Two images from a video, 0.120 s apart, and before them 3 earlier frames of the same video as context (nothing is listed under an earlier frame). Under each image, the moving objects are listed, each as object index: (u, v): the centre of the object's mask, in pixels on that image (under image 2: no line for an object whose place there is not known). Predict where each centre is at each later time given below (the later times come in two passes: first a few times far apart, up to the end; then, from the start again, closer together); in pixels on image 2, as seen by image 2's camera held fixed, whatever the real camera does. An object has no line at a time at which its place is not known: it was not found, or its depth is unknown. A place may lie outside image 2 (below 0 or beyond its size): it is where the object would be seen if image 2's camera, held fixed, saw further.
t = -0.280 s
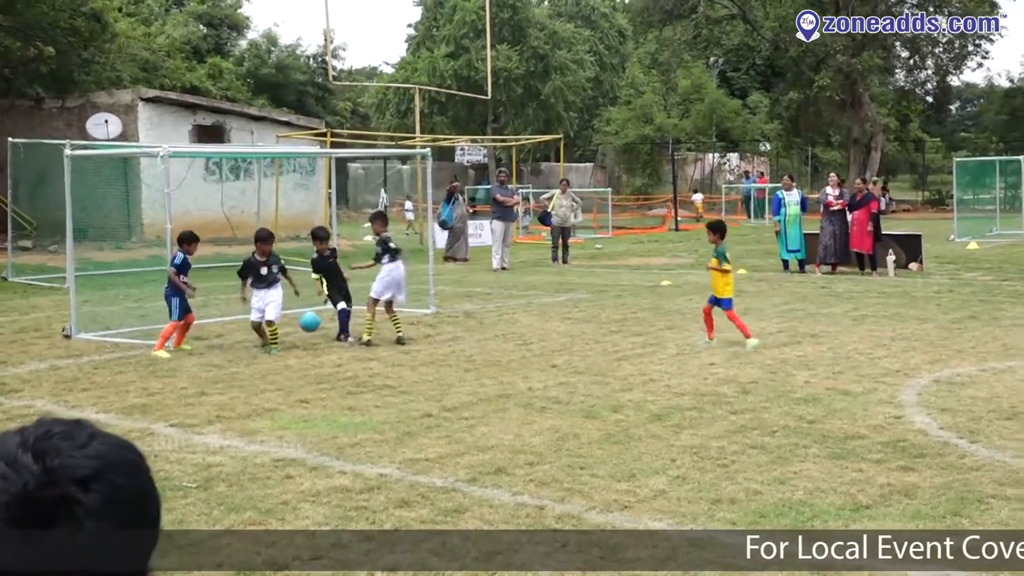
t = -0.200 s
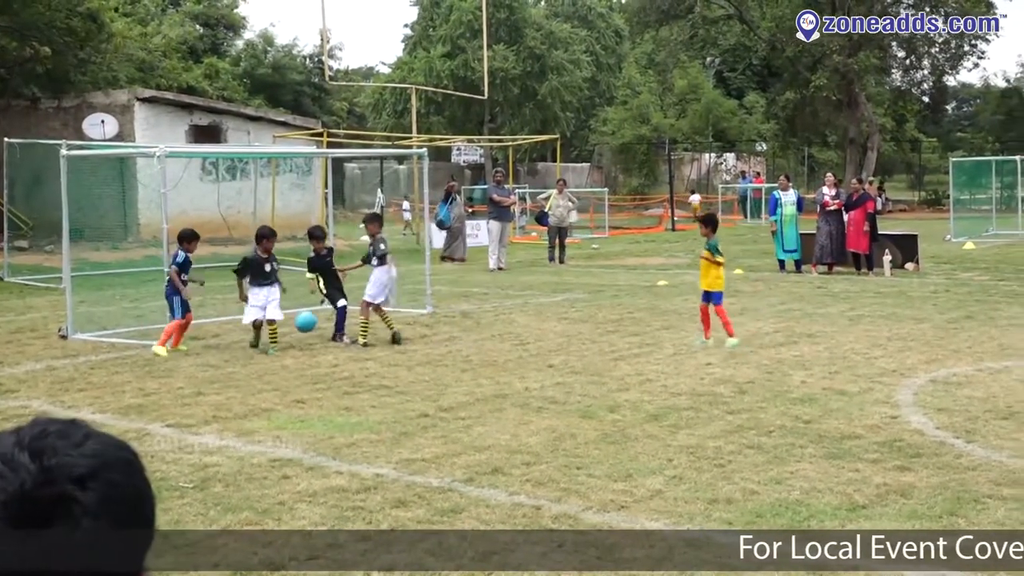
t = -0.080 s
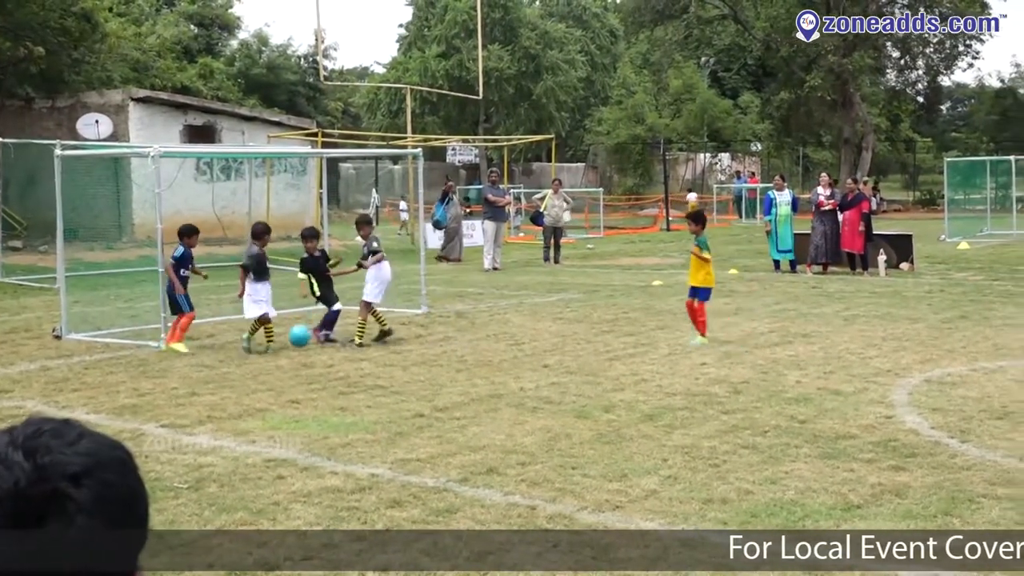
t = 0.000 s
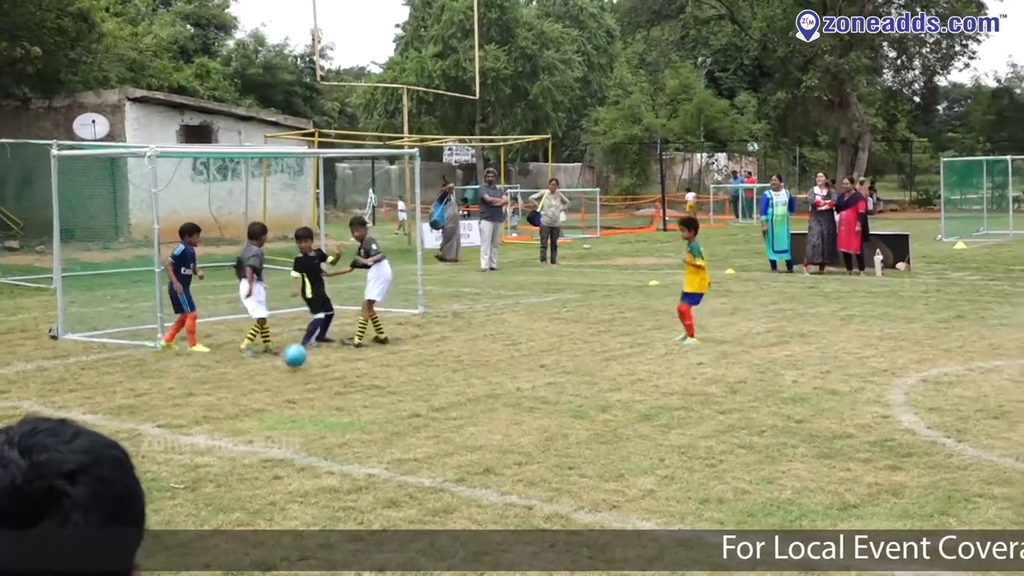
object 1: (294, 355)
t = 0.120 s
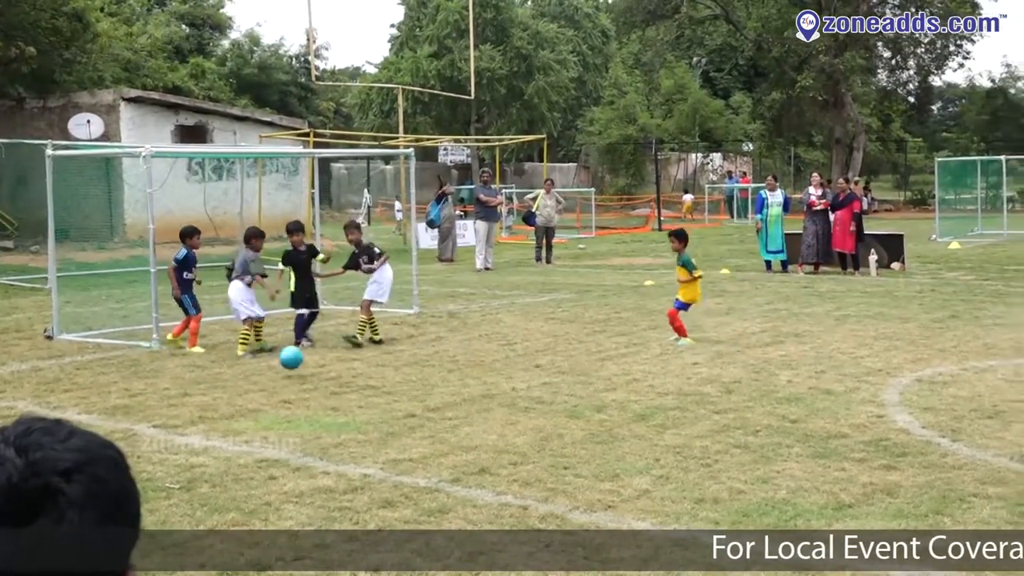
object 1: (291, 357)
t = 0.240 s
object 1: (293, 360)
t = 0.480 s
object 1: (295, 389)
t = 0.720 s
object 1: (300, 403)
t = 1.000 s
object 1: (309, 418)
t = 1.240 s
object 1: (316, 445)
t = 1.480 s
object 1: (317, 469)
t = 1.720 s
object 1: (316, 492)
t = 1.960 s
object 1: (311, 516)
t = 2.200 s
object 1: (311, 543)
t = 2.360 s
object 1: (312, 558)
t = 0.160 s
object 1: (292, 356)
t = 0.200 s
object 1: (292, 357)
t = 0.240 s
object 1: (293, 360)
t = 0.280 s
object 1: (294, 365)
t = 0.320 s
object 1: (294, 373)
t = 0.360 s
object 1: (296, 382)
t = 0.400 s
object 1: (296, 384)
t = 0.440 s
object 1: (296, 386)
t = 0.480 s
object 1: (295, 389)
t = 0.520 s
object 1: (296, 393)
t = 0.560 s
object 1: (296, 399)
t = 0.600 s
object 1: (296, 398)
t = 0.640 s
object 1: (298, 396)
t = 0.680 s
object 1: (299, 398)
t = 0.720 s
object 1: (300, 403)
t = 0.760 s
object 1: (302, 410)
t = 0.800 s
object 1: (304, 417)
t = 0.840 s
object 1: (305, 414)
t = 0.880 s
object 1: (306, 411)
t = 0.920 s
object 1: (307, 411)
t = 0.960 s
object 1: (308, 412)
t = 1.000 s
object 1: (309, 418)
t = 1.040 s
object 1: (312, 426)
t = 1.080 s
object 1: (314, 433)
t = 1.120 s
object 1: (315, 434)
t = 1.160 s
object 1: (314, 435)
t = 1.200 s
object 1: (316, 439)
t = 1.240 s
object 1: (316, 445)
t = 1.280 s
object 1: (318, 451)
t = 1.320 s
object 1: (316, 454)
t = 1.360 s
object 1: (317, 458)
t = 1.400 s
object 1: (317, 460)
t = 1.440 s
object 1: (317, 464)
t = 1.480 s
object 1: (317, 469)
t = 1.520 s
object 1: (317, 473)
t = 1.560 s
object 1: (316, 474)
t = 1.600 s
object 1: (317, 477)
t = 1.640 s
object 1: (317, 481)
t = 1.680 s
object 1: (316, 489)
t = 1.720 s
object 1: (316, 492)
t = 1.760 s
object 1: (315, 495)
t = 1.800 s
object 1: (314, 499)
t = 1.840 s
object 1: (314, 503)
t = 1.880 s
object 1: (314, 507)
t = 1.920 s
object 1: (313, 511)
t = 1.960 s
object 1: (311, 516)
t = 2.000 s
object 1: (311, 519)
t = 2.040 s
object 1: (311, 523)
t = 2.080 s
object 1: (311, 528)
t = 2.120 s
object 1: (312, 532)
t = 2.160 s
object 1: (311, 537)
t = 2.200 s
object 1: (311, 543)
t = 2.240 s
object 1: (312, 545)
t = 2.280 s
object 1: (312, 549)
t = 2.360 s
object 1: (312, 558)
